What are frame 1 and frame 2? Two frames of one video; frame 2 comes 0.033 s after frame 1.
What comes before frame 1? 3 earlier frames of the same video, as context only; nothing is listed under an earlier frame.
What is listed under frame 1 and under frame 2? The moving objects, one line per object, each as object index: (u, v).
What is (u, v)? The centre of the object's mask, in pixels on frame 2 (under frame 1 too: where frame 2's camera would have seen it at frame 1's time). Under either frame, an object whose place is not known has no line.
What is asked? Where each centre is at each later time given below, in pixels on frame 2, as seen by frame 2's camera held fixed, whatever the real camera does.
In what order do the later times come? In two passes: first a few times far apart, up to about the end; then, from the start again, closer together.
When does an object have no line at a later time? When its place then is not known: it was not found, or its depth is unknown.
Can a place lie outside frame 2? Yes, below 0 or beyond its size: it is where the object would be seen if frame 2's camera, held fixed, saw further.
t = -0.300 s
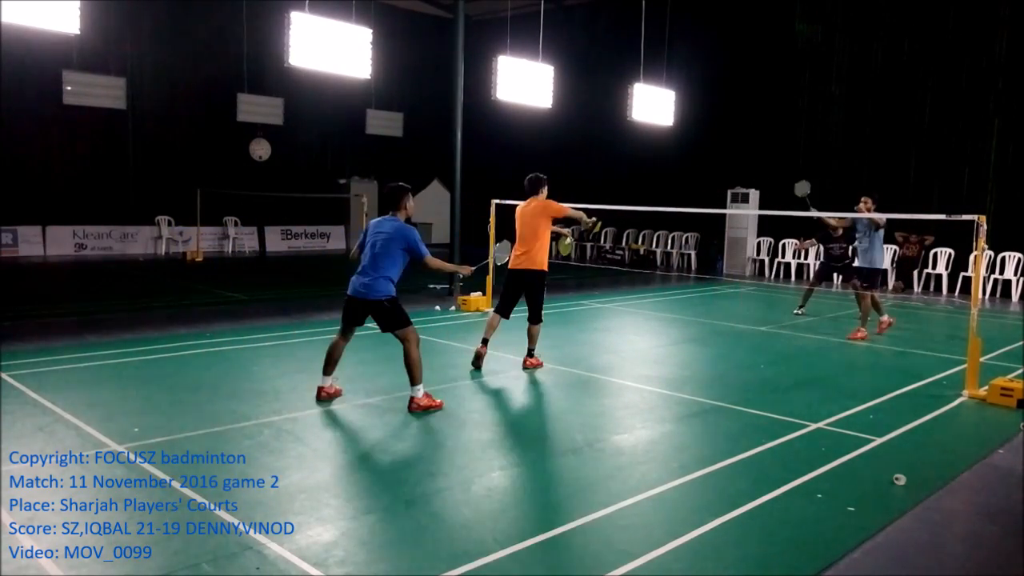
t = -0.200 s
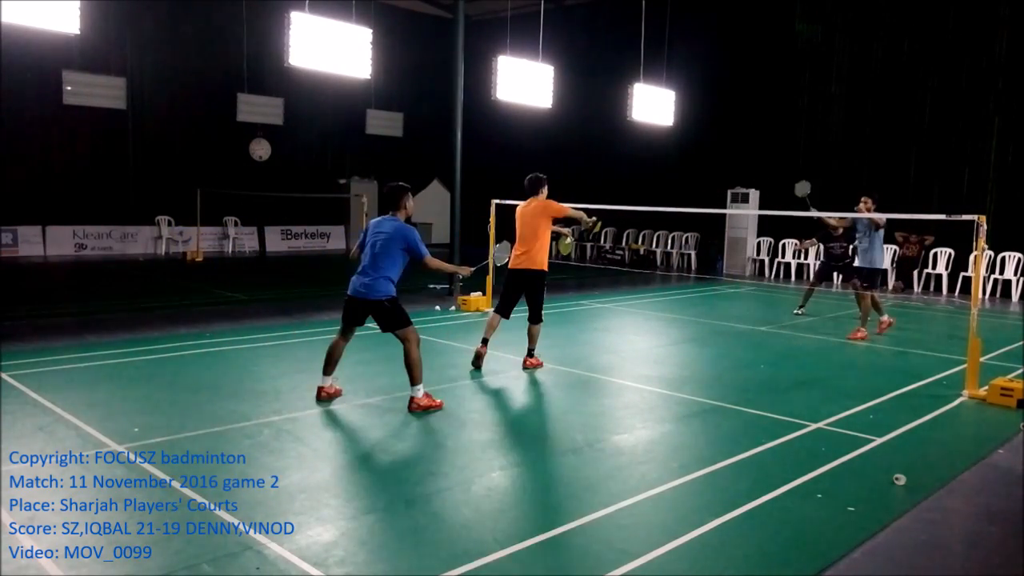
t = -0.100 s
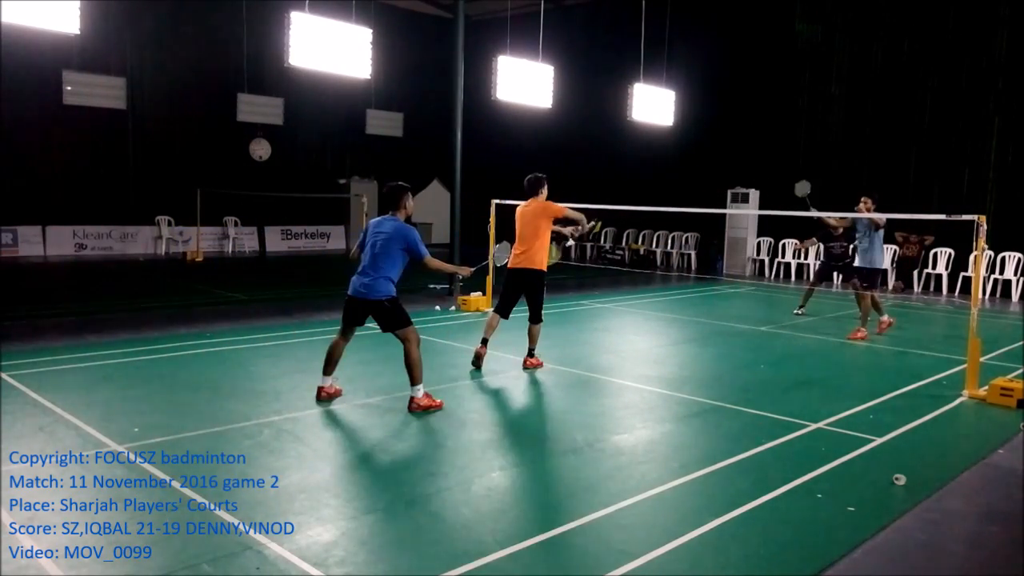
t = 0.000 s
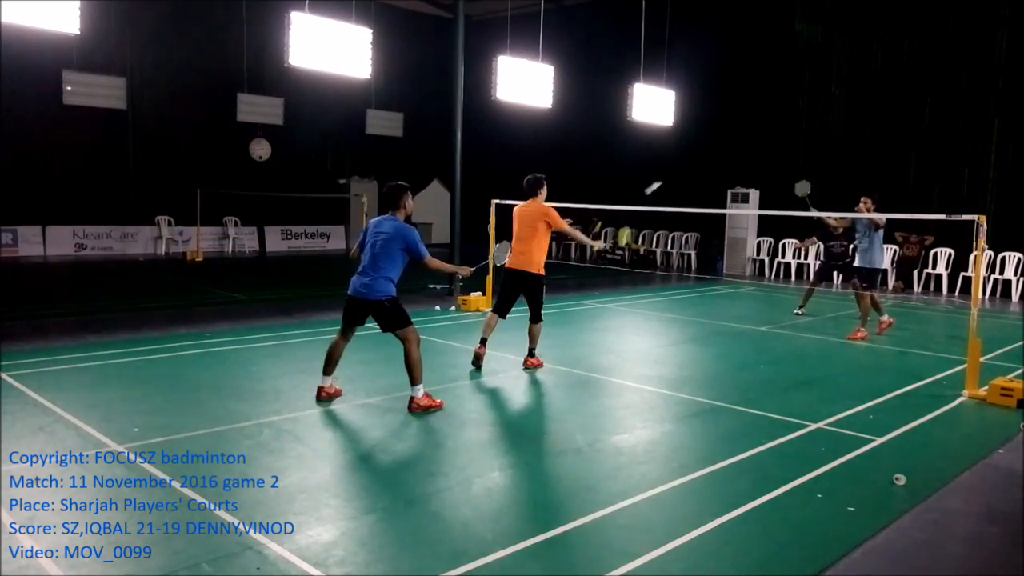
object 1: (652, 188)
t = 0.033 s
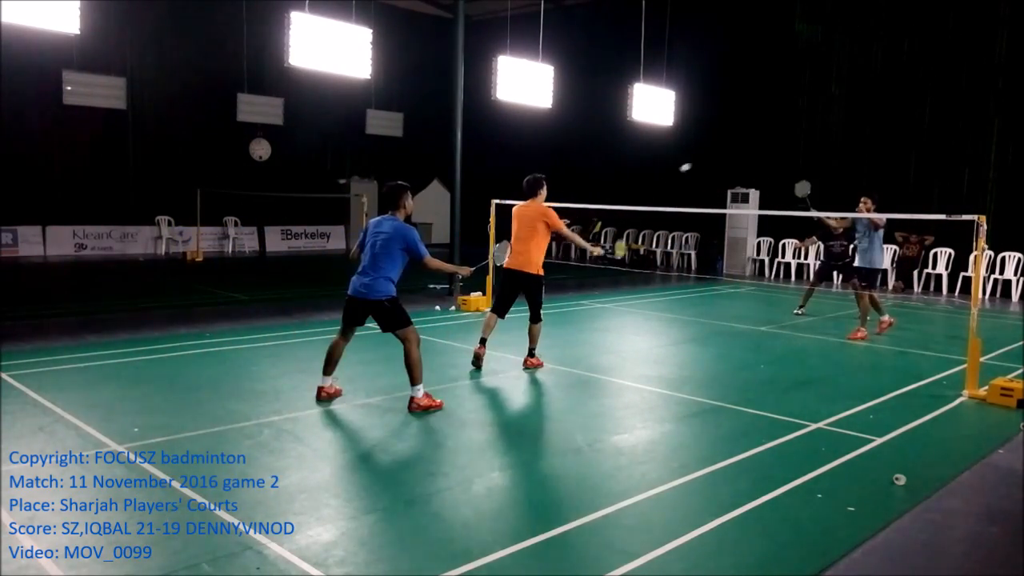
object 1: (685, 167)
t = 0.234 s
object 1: (804, 108)
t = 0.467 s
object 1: (881, 100)
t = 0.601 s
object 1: (913, 114)
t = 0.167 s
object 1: (772, 119)
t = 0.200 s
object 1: (789, 113)
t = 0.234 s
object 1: (804, 108)
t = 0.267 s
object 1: (817, 104)
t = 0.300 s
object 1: (830, 101)
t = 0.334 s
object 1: (841, 99)
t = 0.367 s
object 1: (853, 98)
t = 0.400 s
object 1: (863, 98)
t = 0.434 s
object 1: (873, 99)
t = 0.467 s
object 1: (881, 100)
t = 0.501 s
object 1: (890, 103)
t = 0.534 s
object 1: (897, 106)
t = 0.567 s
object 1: (905, 109)
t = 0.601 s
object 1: (913, 114)
